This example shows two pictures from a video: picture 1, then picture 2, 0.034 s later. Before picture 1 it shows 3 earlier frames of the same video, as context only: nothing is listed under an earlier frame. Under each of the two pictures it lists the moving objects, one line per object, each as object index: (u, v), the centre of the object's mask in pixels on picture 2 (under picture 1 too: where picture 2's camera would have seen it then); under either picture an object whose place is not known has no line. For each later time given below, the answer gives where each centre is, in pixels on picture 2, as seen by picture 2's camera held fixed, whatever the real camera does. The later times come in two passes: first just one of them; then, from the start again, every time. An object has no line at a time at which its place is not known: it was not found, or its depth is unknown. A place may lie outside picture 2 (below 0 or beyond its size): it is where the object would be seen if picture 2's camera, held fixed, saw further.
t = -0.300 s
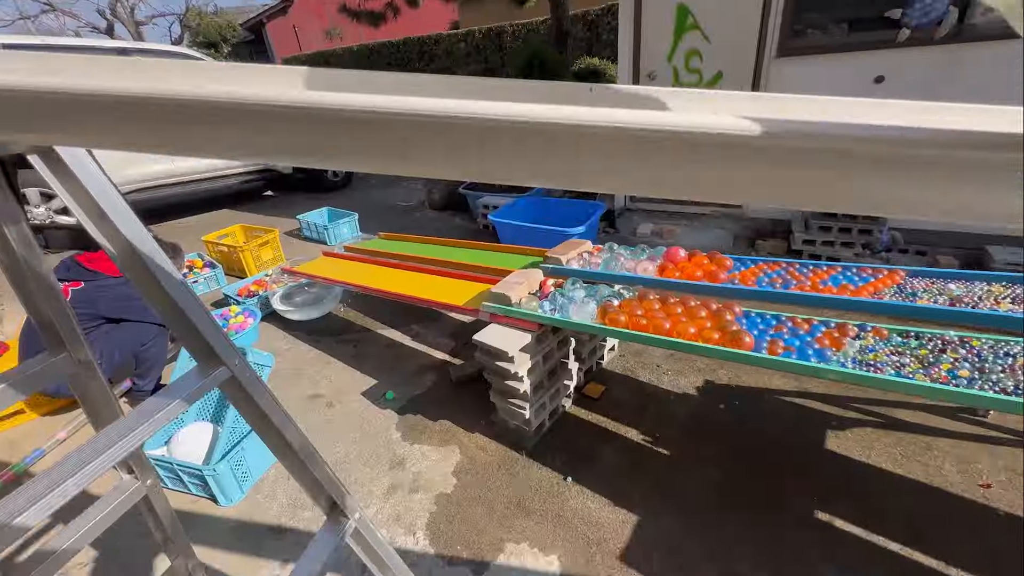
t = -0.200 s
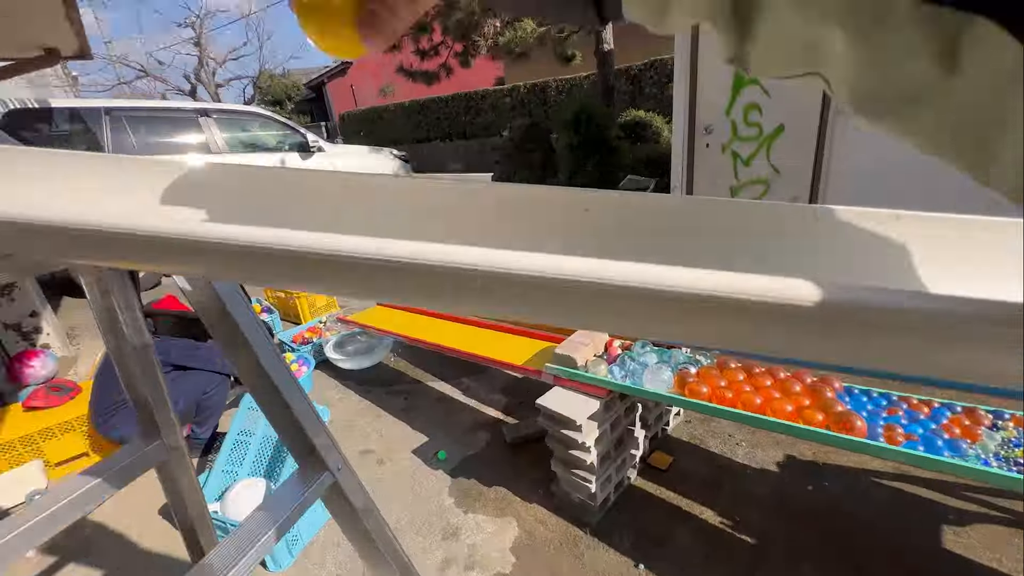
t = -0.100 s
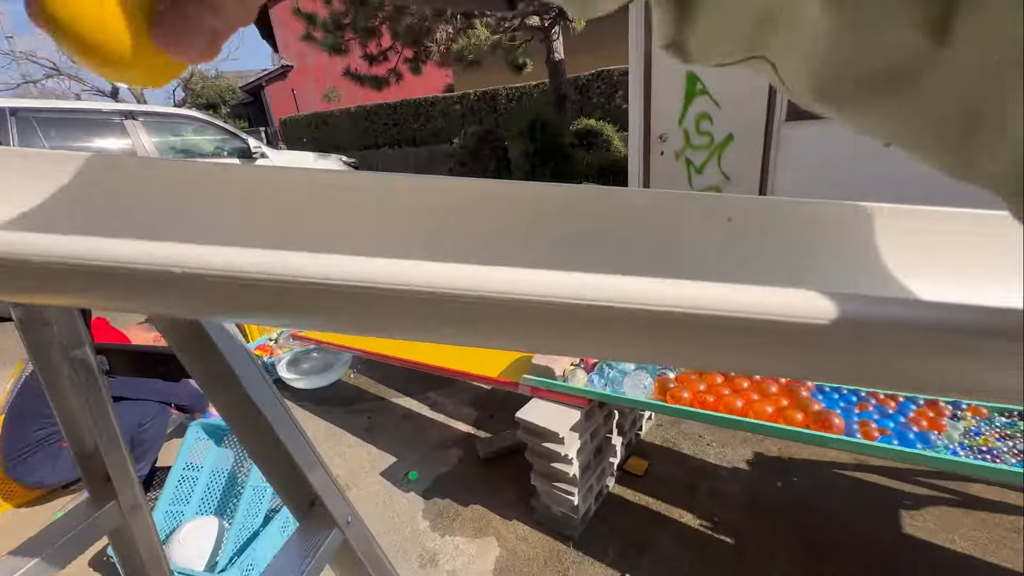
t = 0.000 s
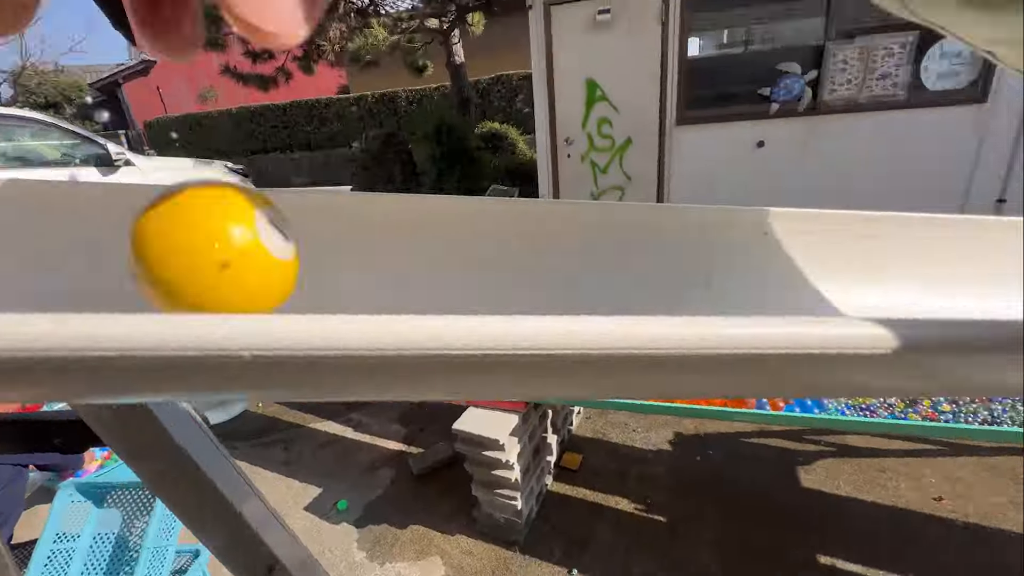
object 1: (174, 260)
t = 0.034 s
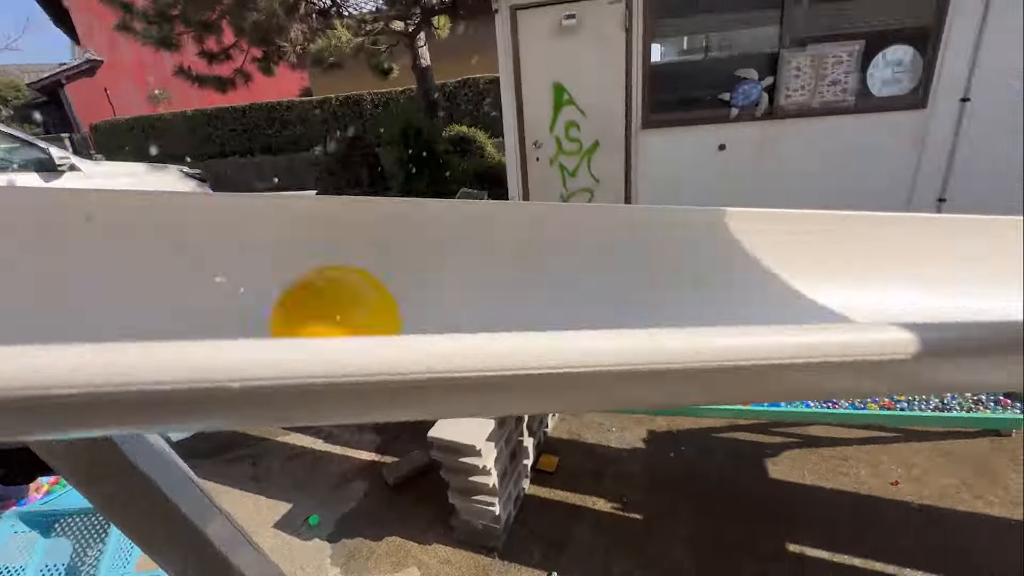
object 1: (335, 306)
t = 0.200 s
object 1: (1001, 275)
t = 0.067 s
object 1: (446, 285)
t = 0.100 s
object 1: (592, 285)
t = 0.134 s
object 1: (720, 284)
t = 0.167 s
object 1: (884, 275)
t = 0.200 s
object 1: (1001, 275)
